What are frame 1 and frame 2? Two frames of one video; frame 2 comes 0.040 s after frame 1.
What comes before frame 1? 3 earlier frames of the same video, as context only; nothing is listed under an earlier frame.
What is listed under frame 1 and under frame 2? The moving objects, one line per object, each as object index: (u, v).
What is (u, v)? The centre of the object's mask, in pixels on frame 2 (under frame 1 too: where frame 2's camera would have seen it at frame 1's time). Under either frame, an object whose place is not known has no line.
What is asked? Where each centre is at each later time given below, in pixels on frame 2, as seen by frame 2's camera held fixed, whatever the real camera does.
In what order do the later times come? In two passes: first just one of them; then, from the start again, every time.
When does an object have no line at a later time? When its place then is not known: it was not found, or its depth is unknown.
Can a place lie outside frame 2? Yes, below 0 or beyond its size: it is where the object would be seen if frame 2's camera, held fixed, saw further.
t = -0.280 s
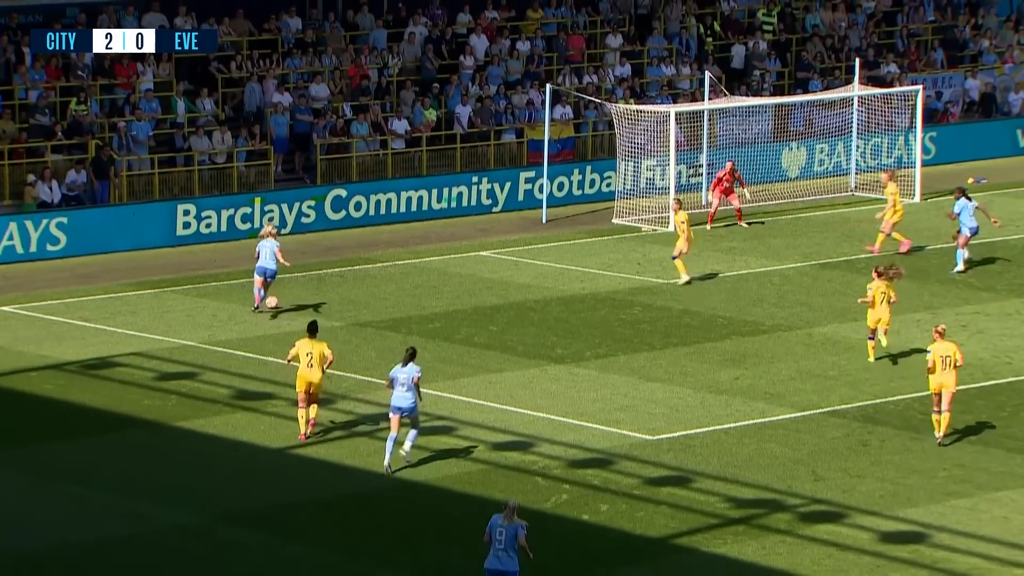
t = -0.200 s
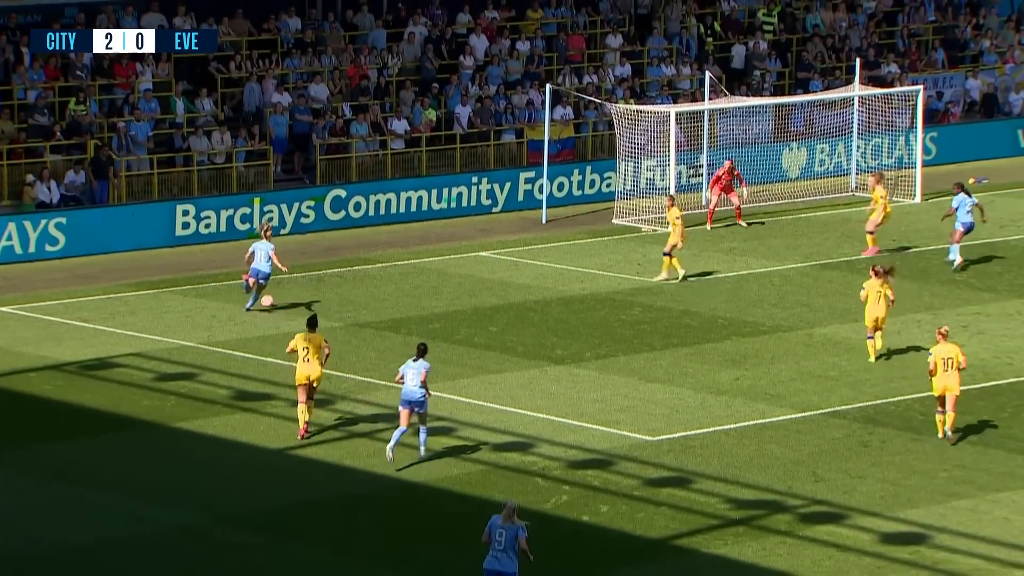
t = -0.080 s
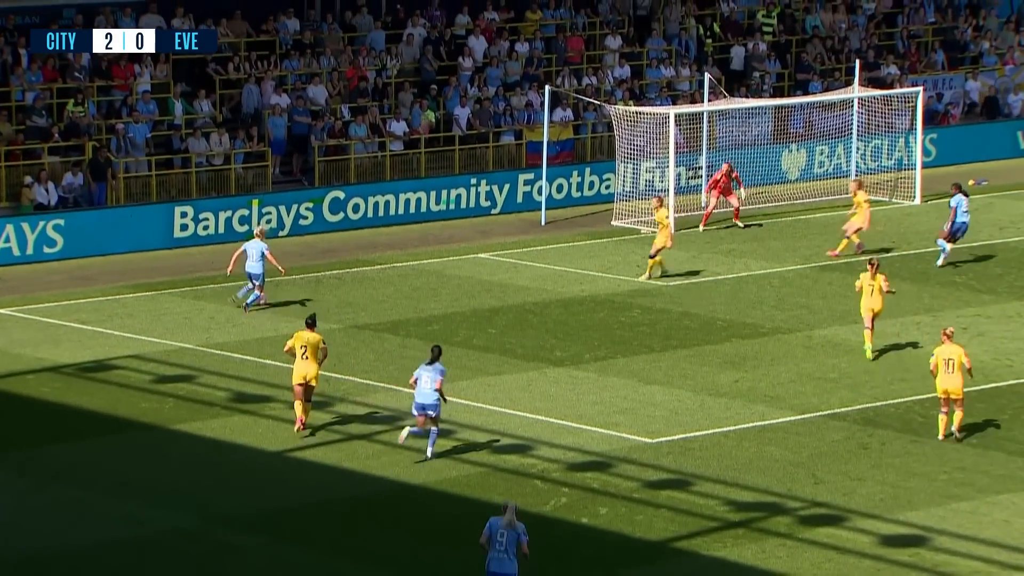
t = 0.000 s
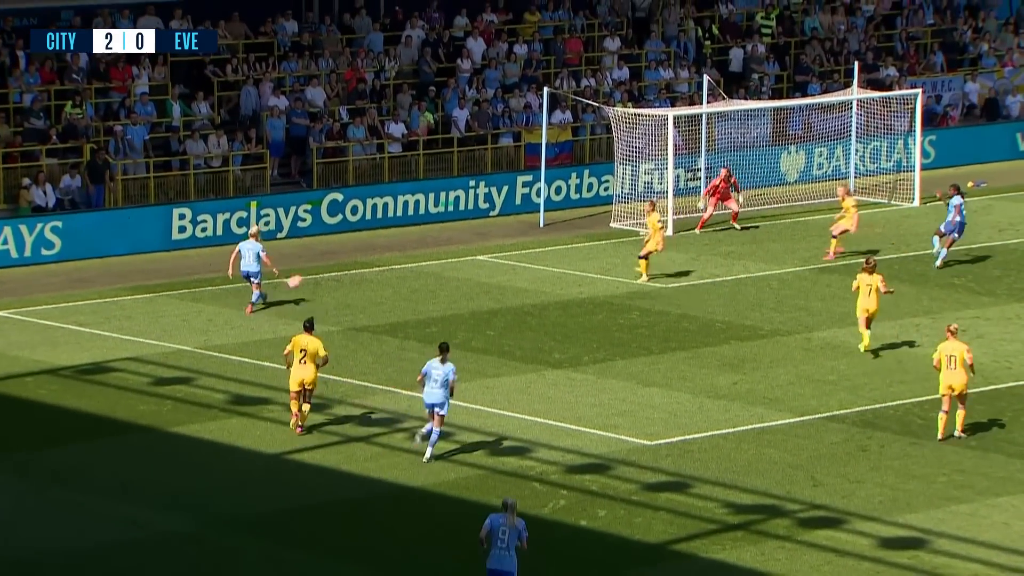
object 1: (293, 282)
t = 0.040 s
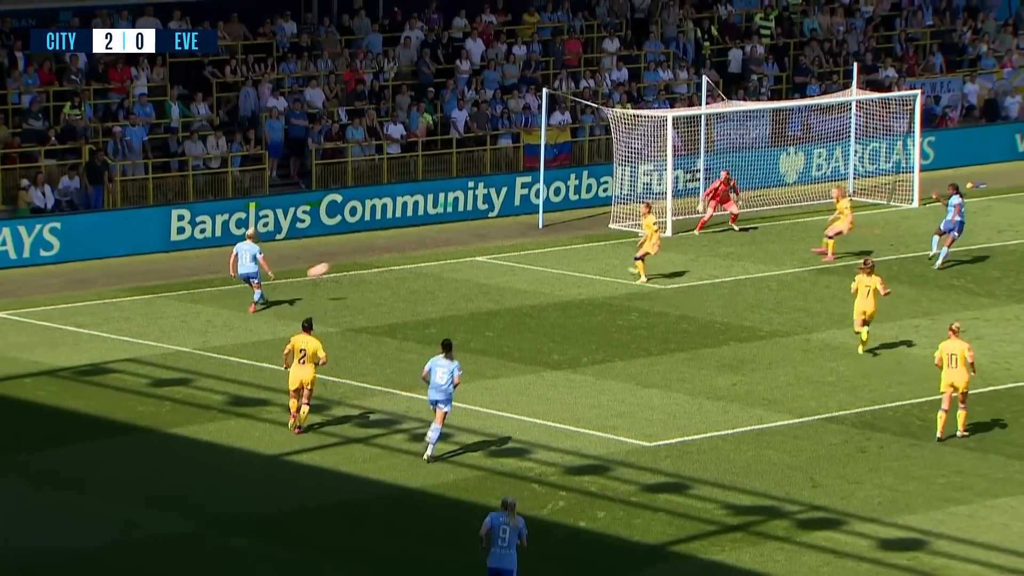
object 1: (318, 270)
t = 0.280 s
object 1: (478, 207)
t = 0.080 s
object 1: (346, 257)
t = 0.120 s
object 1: (373, 246)
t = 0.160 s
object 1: (400, 235)
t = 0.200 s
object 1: (426, 224)
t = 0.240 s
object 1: (452, 215)
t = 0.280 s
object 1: (478, 207)
